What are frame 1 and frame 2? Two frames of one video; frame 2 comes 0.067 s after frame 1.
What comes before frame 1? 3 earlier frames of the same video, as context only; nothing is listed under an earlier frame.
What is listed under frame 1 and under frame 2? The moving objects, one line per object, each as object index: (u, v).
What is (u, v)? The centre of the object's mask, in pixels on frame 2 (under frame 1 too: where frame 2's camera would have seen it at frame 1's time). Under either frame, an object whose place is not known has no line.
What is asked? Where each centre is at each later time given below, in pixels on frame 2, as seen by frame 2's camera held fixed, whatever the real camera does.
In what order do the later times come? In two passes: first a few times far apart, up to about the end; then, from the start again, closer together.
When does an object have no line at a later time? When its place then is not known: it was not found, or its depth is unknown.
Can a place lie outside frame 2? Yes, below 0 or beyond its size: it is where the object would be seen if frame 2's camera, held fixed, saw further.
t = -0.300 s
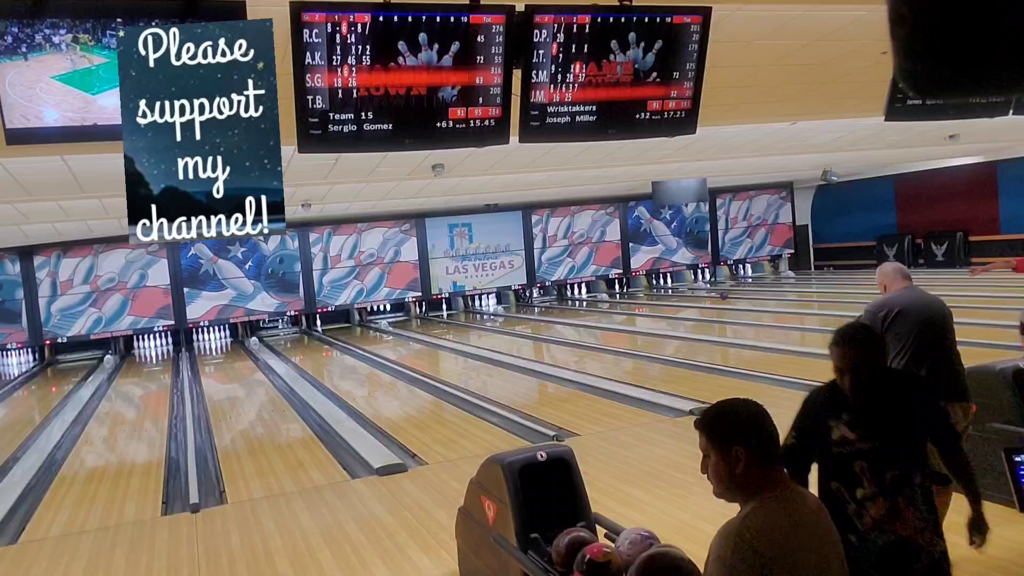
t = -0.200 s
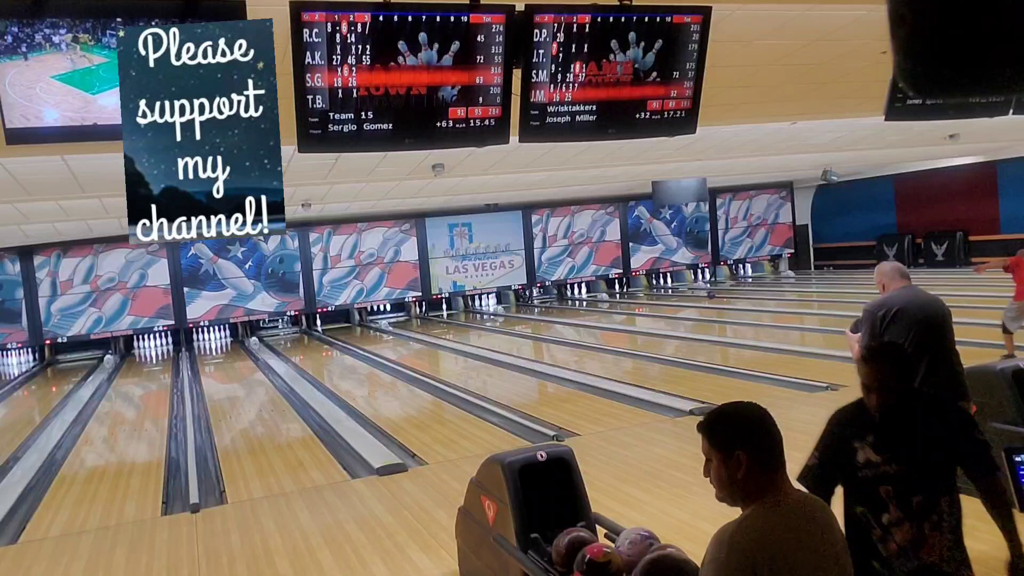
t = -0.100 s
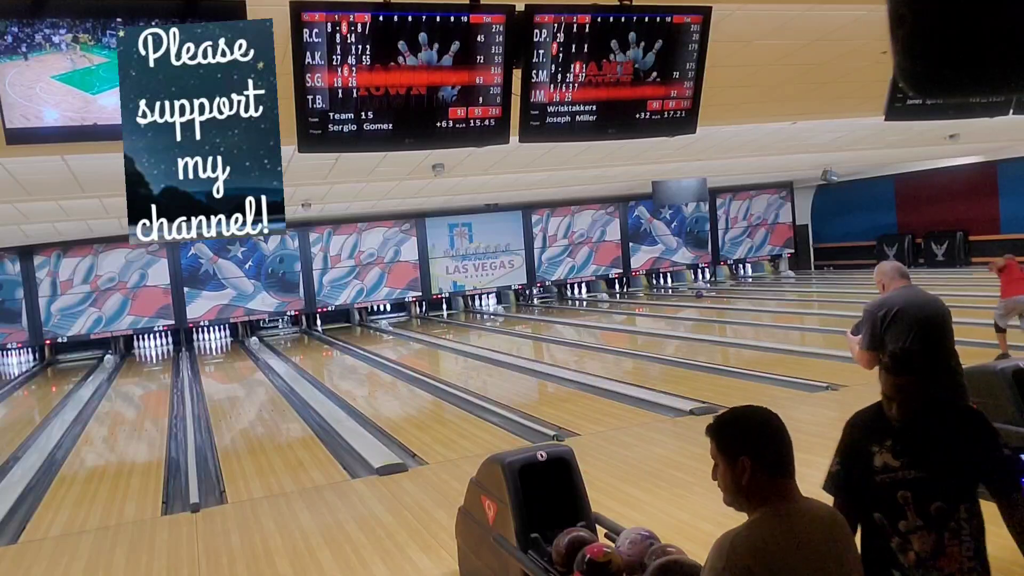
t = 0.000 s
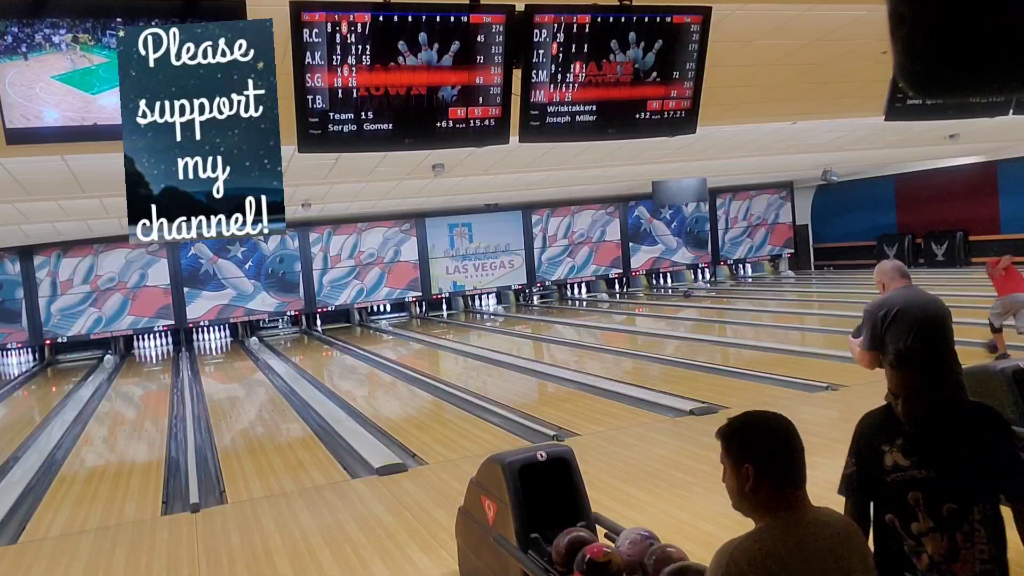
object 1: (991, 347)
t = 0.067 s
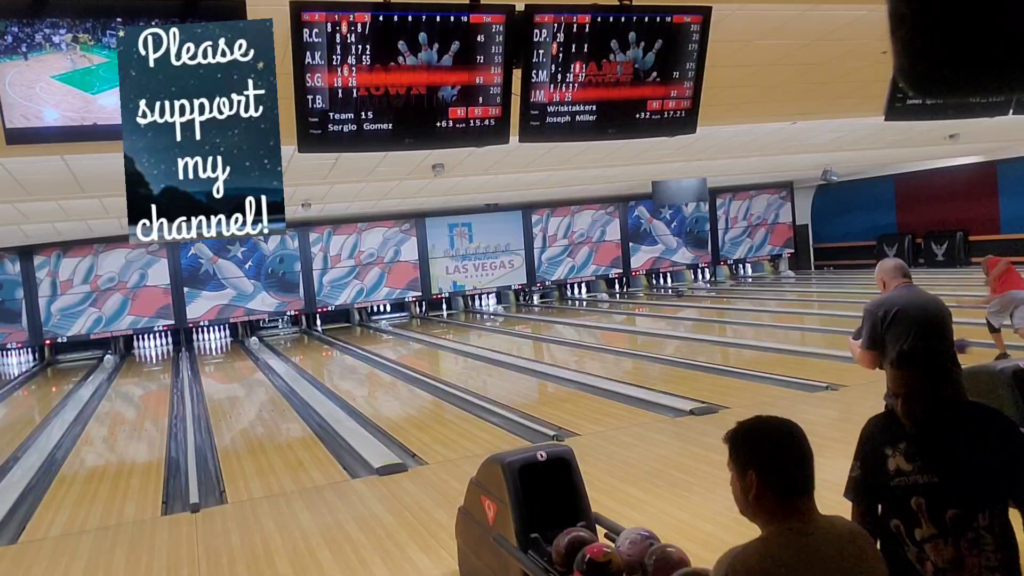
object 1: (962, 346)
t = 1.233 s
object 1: (640, 314)
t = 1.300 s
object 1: (630, 314)
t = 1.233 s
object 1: (640, 314)
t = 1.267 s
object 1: (635, 314)
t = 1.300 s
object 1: (630, 314)
